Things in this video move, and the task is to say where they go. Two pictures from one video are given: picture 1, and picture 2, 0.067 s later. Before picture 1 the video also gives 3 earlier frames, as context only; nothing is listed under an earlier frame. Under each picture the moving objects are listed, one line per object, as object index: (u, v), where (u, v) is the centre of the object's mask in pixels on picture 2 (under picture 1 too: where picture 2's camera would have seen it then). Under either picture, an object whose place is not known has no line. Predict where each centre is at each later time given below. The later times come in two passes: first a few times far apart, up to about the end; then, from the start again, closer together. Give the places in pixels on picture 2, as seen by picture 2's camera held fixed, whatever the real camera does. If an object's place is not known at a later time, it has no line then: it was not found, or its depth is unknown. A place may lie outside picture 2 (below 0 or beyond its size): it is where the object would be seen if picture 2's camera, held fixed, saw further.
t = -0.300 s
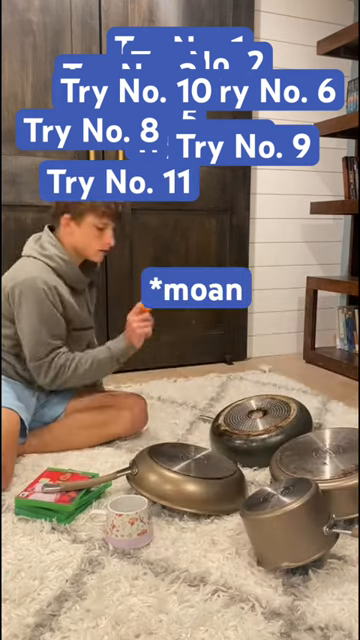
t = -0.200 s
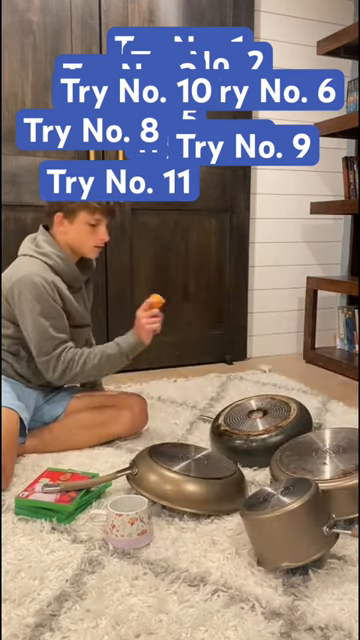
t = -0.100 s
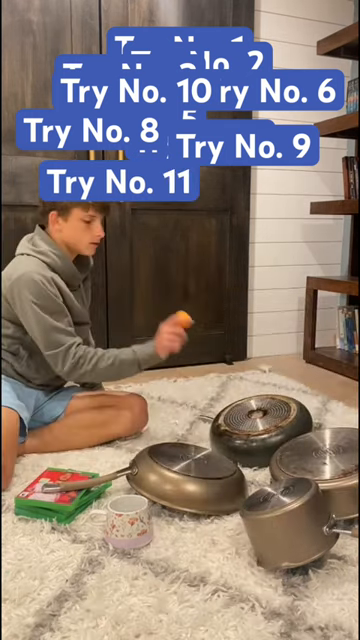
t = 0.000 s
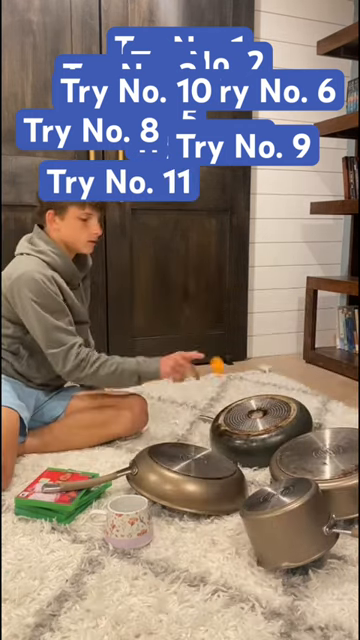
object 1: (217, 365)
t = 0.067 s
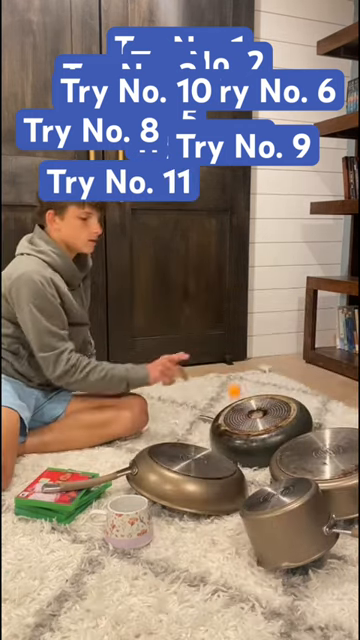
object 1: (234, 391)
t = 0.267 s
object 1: (223, 334)
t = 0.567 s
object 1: (222, 408)
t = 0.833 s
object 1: (293, 406)
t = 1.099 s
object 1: (292, 400)
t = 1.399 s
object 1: (200, 451)
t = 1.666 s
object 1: (70, 468)
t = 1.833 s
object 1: (5, 524)
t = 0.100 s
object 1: (232, 372)
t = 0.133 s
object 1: (230, 357)
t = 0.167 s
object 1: (229, 347)
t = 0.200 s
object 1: (227, 339)
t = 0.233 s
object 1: (225, 334)
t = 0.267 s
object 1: (223, 334)
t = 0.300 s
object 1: (221, 337)
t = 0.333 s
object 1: (218, 344)
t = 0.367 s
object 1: (216, 355)
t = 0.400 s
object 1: (214, 370)
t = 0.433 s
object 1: (212, 392)
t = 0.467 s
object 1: (208, 416)
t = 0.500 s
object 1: (206, 445)
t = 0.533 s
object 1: (214, 428)
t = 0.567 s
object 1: (222, 408)
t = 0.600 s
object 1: (230, 392)
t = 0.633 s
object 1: (239, 381)
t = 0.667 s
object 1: (248, 374)
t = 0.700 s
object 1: (256, 371)
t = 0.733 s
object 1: (266, 373)
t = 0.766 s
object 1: (275, 378)
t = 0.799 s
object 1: (284, 390)
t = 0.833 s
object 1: (293, 406)
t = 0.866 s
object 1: (301, 425)
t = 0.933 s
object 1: (308, 436)
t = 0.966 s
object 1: (305, 420)
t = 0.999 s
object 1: (303, 409)
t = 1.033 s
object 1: (299, 401)
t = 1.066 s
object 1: (296, 398)
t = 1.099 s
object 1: (292, 400)
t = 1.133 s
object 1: (289, 407)
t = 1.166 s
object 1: (284, 420)
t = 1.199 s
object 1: (280, 438)
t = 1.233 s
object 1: (276, 460)
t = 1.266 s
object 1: (268, 475)
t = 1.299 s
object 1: (250, 460)
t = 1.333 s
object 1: (233, 453)
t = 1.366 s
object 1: (218, 450)
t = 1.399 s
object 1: (200, 451)
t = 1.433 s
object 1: (183, 458)
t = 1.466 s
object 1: (167, 470)
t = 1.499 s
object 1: (151, 488)
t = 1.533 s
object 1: (135, 488)
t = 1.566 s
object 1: (119, 476)
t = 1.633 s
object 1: (86, 465)
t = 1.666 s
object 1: (70, 468)
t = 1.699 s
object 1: (54, 475)
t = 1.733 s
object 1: (40, 487)
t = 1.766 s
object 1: (25, 506)
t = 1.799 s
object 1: (13, 527)
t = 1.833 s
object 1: (5, 524)
